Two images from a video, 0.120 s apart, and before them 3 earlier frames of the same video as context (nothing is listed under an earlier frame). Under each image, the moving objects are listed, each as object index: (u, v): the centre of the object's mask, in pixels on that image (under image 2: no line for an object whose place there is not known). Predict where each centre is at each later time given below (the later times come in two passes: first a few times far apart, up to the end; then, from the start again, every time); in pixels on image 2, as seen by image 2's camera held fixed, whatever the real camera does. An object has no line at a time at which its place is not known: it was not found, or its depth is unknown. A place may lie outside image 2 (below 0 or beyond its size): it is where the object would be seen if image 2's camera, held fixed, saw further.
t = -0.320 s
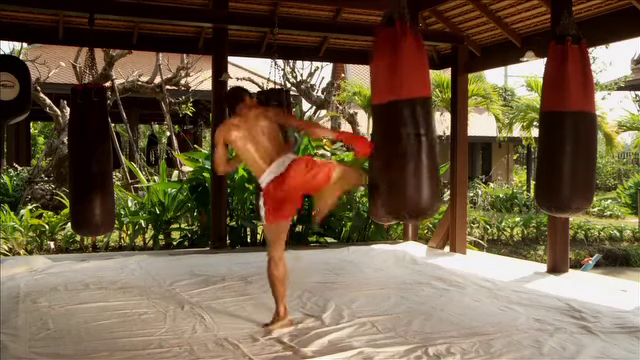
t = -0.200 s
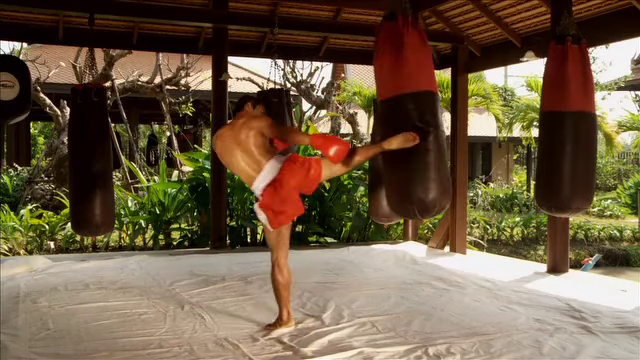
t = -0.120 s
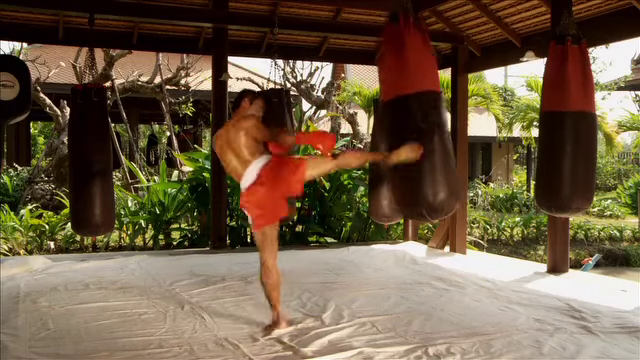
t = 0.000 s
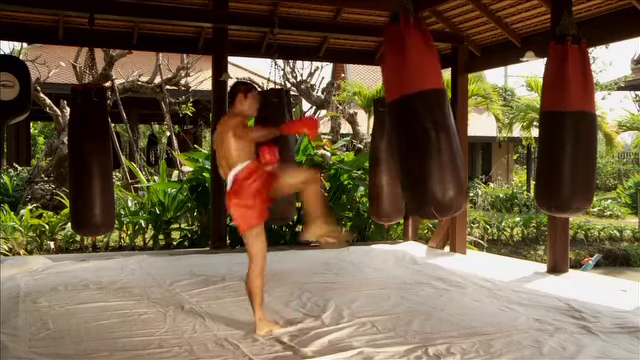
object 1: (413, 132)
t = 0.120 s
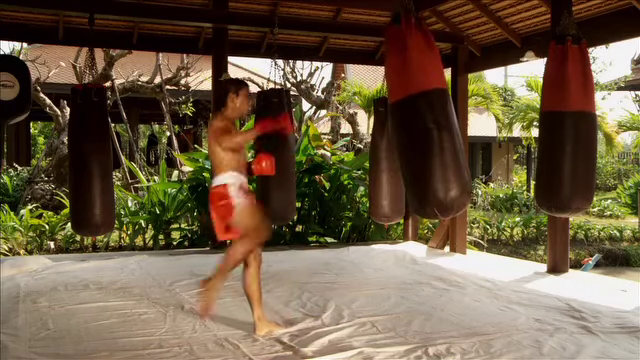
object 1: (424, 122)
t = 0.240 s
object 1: (424, 122)
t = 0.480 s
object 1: (413, 125)
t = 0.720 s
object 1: (394, 123)
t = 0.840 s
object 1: (386, 125)
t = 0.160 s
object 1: (424, 122)
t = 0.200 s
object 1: (424, 122)
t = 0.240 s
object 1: (424, 122)
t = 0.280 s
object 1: (422, 121)
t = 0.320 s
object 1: (421, 122)
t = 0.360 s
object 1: (419, 123)
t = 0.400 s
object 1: (418, 123)
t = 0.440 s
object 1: (416, 125)
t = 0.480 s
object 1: (413, 125)
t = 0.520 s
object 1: (410, 124)
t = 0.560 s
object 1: (403, 131)
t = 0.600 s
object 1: (401, 129)
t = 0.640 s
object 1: (399, 127)
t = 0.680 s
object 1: (397, 125)
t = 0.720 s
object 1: (394, 123)
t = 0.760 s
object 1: (390, 123)
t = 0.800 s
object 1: (388, 123)
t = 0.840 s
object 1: (386, 125)
